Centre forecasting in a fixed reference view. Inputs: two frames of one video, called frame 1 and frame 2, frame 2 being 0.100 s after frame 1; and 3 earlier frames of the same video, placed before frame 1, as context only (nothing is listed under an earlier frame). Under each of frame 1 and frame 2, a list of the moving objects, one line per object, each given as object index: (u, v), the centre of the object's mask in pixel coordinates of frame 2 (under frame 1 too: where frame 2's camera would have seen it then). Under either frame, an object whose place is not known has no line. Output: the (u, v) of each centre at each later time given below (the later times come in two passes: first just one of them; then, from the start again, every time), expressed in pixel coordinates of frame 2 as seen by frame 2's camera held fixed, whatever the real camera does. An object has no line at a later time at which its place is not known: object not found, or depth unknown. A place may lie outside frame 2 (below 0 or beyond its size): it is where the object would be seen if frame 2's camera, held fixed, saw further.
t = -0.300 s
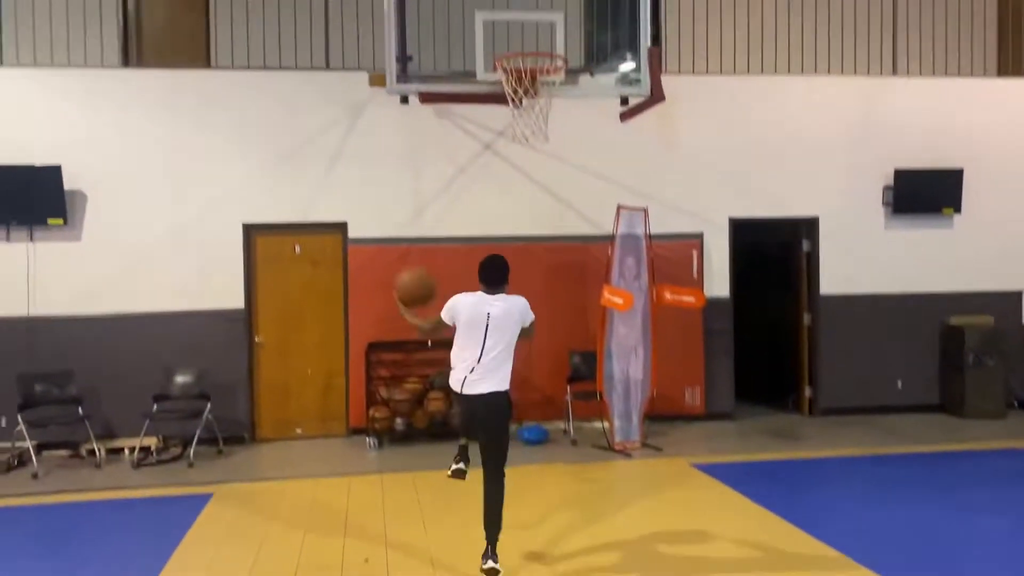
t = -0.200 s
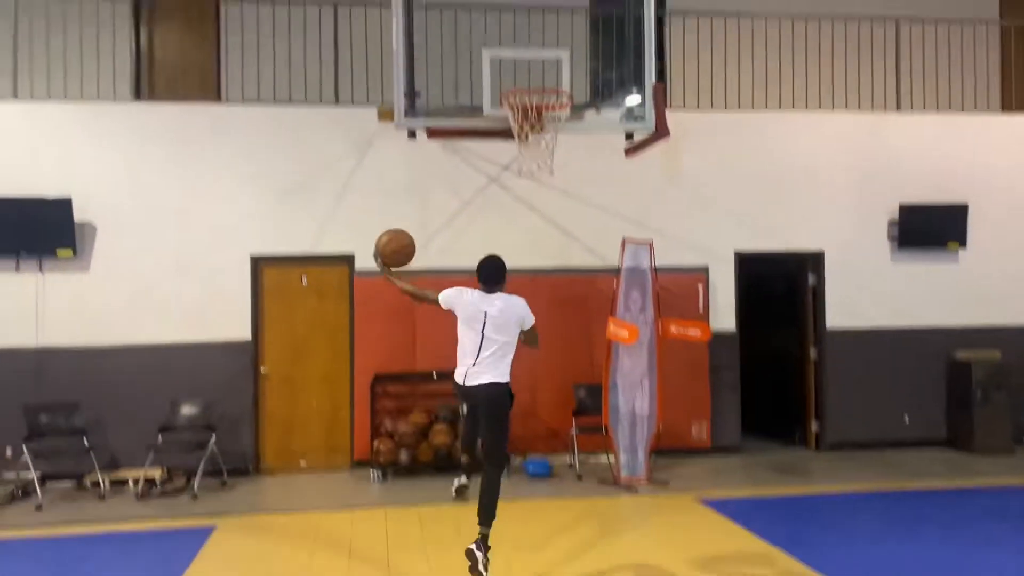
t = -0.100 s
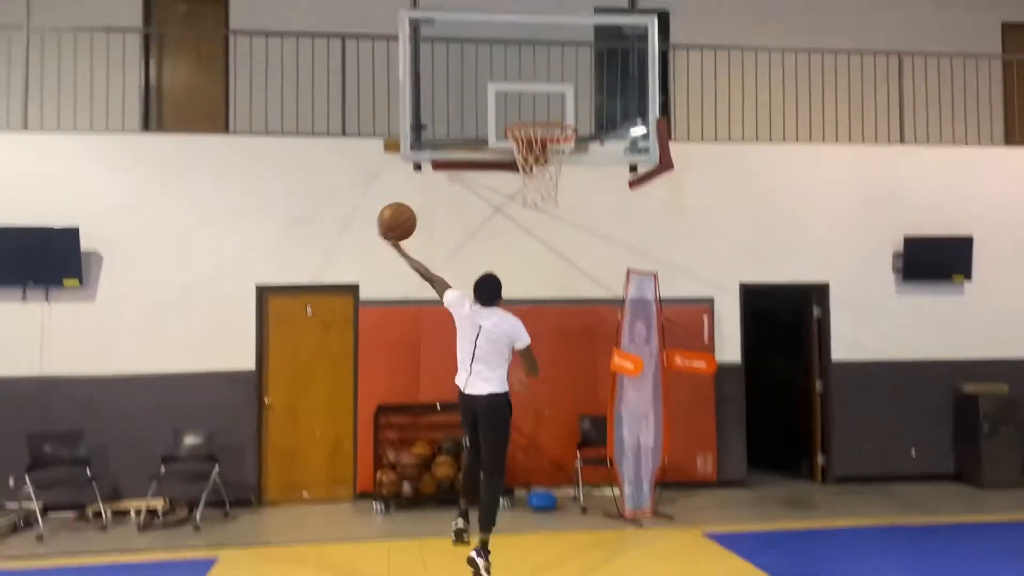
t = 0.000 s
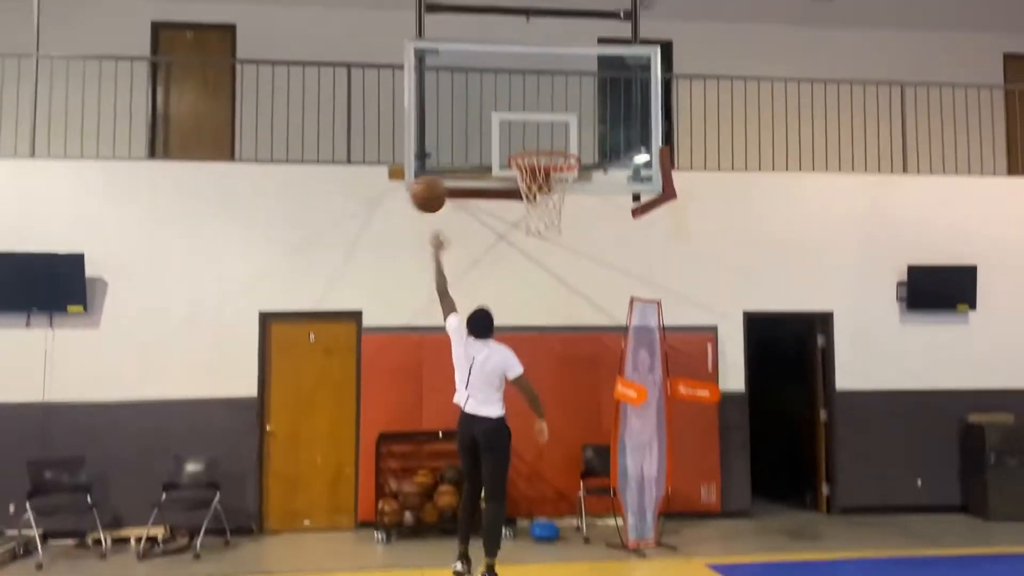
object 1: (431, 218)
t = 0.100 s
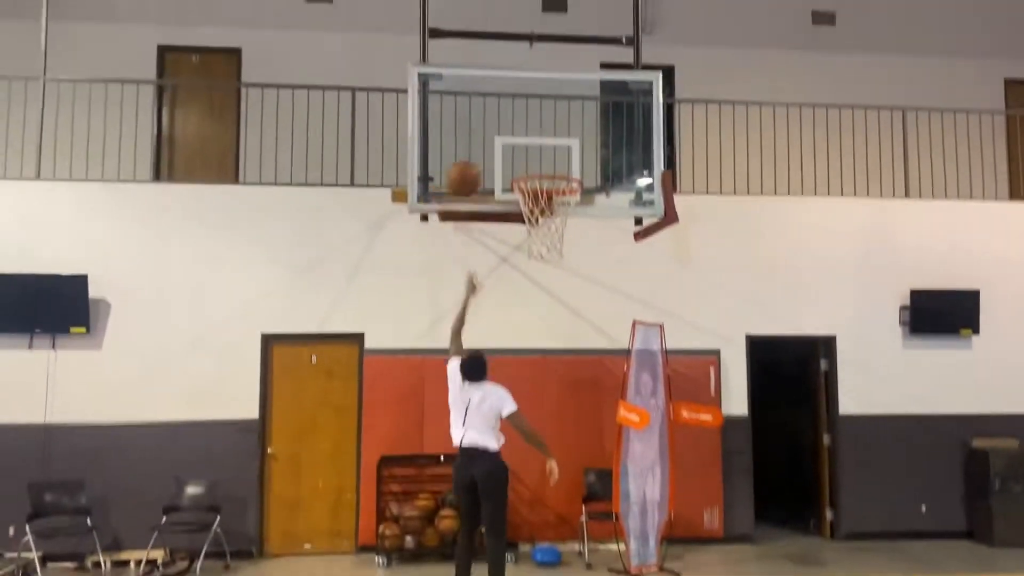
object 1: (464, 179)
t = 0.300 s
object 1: (519, 145)
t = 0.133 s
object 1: (473, 170)
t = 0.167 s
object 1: (482, 162)
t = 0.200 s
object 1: (493, 156)
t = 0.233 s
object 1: (502, 152)
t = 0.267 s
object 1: (510, 148)
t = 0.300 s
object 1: (519, 145)
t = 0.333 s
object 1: (527, 144)
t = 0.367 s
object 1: (535, 144)
